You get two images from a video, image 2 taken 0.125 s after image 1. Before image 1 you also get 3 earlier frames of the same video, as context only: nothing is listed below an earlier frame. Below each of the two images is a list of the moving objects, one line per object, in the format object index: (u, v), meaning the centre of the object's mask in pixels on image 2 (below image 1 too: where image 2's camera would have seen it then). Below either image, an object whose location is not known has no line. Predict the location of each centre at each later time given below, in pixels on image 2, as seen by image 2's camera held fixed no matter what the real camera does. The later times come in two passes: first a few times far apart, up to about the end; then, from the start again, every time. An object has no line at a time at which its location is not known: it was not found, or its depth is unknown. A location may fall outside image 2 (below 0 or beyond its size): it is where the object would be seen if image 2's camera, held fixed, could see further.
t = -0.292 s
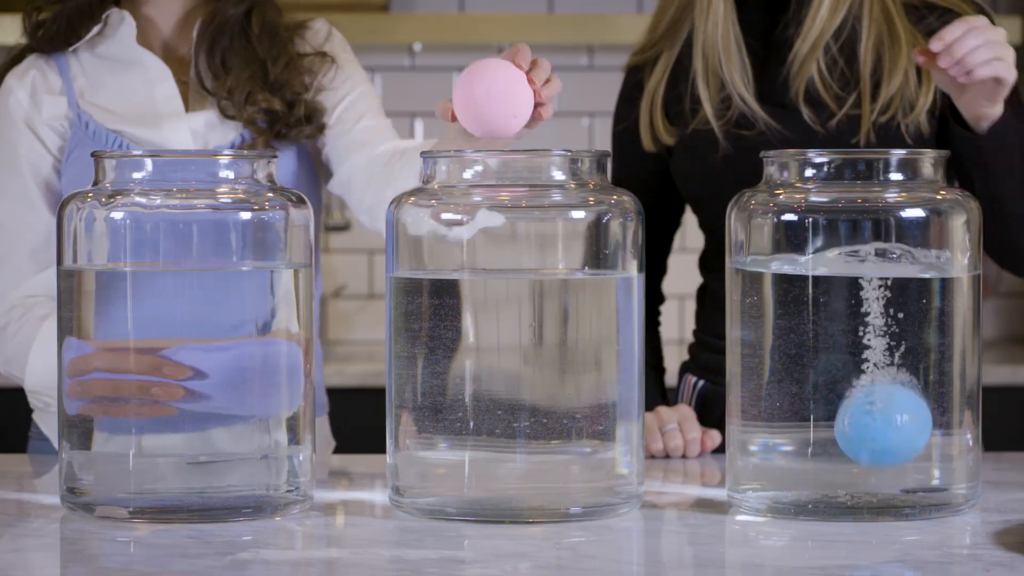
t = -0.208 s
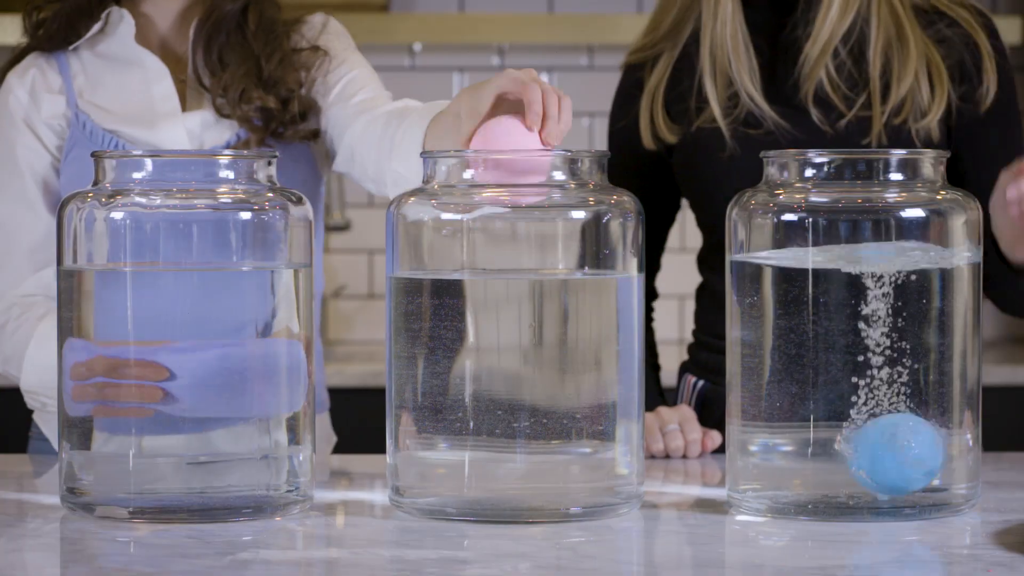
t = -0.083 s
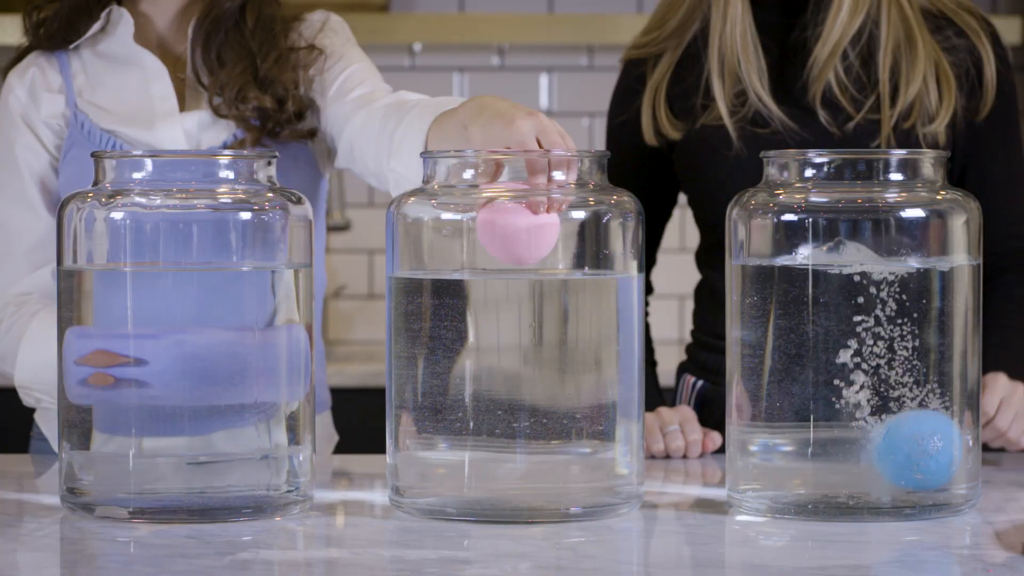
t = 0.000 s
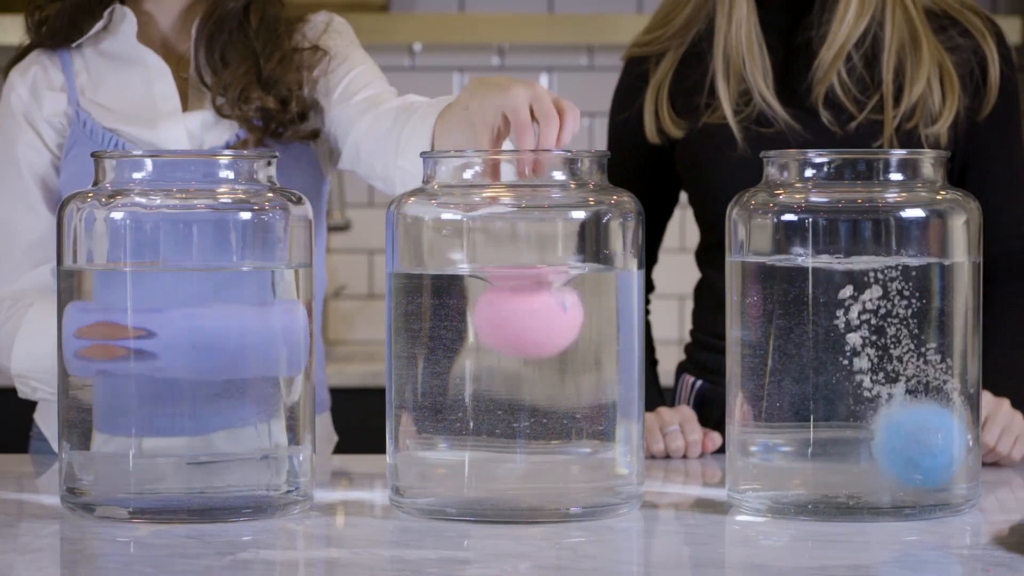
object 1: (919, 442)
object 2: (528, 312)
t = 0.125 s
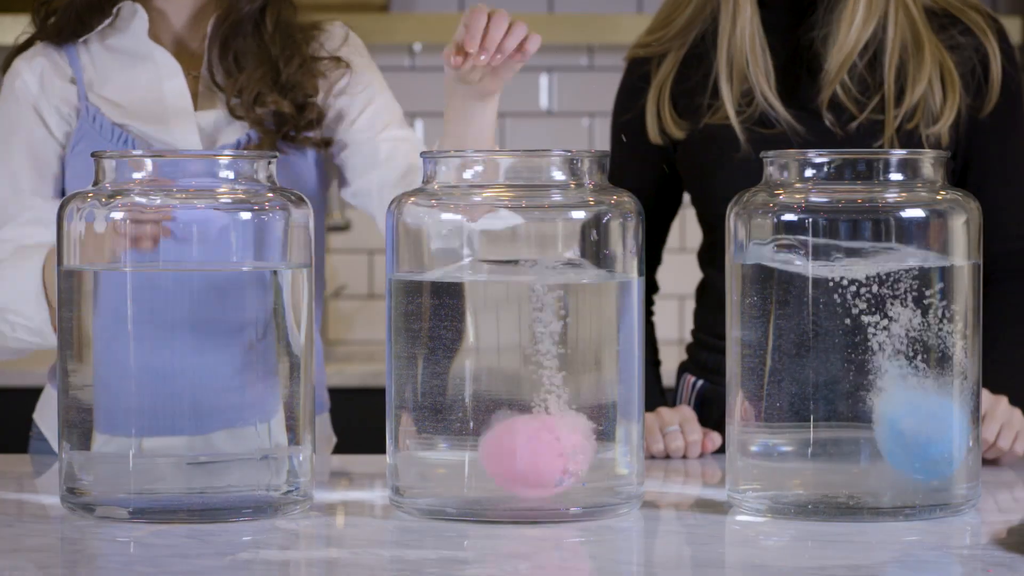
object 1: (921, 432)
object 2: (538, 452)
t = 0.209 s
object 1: (920, 419)
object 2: (547, 452)
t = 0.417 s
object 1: (928, 406)
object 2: (575, 450)
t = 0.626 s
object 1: (934, 386)
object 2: (583, 451)
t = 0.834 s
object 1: (935, 386)
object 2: (585, 451)
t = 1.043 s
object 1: (937, 385)
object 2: (586, 452)
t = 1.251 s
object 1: (938, 381)
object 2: (590, 453)
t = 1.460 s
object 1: (937, 377)
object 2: (592, 460)
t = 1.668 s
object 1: (938, 373)
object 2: (593, 461)
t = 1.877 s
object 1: (939, 369)
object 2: (594, 463)
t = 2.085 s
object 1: (939, 363)
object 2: (595, 464)
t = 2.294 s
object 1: (939, 360)
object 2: (597, 465)
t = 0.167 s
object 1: (920, 423)
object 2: (544, 453)
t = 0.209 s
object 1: (920, 419)
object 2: (547, 452)
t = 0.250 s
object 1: (925, 421)
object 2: (552, 455)
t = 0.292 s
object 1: (927, 419)
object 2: (560, 455)
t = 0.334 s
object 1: (928, 416)
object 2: (566, 454)
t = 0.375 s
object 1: (928, 411)
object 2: (571, 453)
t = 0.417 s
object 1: (928, 406)
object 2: (575, 450)
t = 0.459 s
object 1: (930, 401)
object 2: (577, 452)
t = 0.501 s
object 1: (932, 396)
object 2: (579, 448)
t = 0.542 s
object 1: (934, 388)
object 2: (583, 450)
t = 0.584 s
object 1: (934, 387)
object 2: (583, 450)
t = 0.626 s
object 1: (934, 386)
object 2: (583, 451)
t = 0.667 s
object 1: (935, 386)
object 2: (583, 451)
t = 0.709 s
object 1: (935, 387)
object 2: (583, 451)
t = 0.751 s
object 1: (935, 386)
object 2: (584, 451)
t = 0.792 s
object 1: (935, 386)
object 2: (584, 451)
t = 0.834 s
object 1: (935, 386)
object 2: (585, 451)
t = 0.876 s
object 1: (936, 386)
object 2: (586, 451)
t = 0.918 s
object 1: (936, 385)
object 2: (586, 451)
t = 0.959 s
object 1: (936, 386)
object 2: (587, 452)
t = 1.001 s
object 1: (937, 385)
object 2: (586, 453)
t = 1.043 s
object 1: (937, 385)
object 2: (586, 452)
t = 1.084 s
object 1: (936, 384)
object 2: (587, 452)
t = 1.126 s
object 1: (937, 383)
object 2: (587, 452)
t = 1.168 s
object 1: (937, 383)
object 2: (591, 460)
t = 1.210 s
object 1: (937, 382)
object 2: (590, 454)
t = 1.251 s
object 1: (938, 381)
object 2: (590, 453)
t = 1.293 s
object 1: (937, 381)
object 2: (591, 458)
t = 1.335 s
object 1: (938, 379)
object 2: (592, 460)
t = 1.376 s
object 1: (938, 379)
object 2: (592, 460)
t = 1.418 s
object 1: (938, 378)
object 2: (592, 460)
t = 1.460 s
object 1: (937, 377)
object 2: (592, 460)
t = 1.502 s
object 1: (938, 376)
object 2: (592, 461)
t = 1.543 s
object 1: (938, 376)
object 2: (592, 461)
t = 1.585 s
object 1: (937, 375)
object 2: (593, 460)
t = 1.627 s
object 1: (938, 375)
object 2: (593, 461)
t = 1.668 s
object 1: (938, 373)
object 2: (593, 461)
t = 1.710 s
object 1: (938, 373)
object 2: (593, 461)
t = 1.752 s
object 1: (939, 371)
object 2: (594, 460)
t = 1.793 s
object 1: (939, 370)
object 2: (593, 461)
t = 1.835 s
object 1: (939, 369)
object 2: (594, 463)
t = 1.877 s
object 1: (939, 369)
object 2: (594, 463)
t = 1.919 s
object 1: (938, 367)
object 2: (594, 463)
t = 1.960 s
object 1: (939, 366)
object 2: (594, 463)
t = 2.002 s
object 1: (939, 365)
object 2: (594, 464)
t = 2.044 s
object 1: (939, 365)
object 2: (594, 464)
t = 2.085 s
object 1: (939, 363)
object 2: (595, 464)
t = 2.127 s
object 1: (939, 362)
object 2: (596, 464)
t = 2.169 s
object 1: (939, 361)
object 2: (596, 465)
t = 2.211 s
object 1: (939, 361)
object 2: (596, 464)
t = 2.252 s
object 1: (939, 360)
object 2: (597, 464)
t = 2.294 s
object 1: (939, 360)
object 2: (597, 465)
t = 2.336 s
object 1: (939, 358)
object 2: (597, 465)
